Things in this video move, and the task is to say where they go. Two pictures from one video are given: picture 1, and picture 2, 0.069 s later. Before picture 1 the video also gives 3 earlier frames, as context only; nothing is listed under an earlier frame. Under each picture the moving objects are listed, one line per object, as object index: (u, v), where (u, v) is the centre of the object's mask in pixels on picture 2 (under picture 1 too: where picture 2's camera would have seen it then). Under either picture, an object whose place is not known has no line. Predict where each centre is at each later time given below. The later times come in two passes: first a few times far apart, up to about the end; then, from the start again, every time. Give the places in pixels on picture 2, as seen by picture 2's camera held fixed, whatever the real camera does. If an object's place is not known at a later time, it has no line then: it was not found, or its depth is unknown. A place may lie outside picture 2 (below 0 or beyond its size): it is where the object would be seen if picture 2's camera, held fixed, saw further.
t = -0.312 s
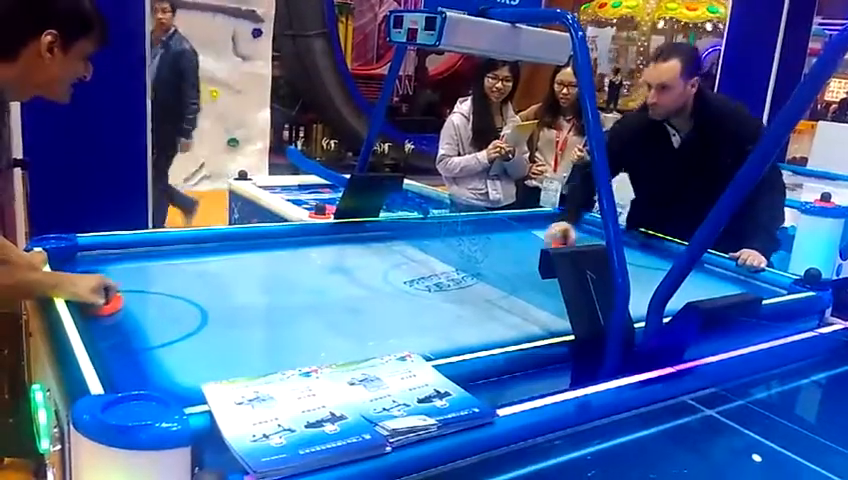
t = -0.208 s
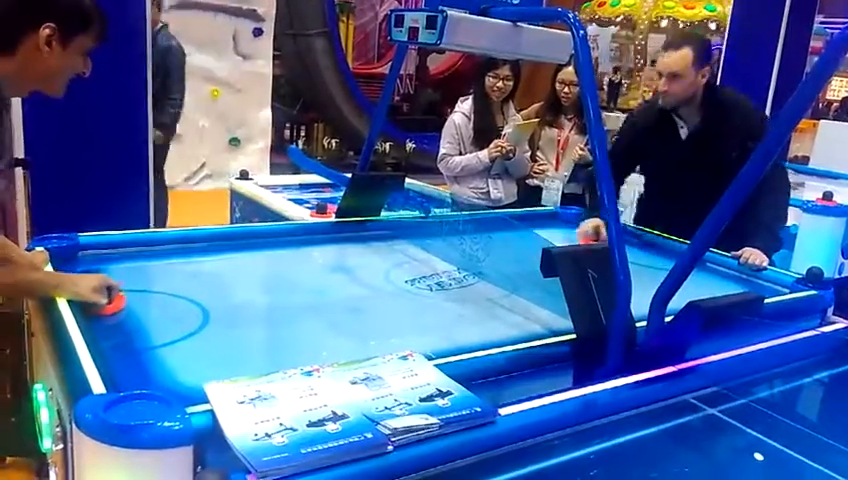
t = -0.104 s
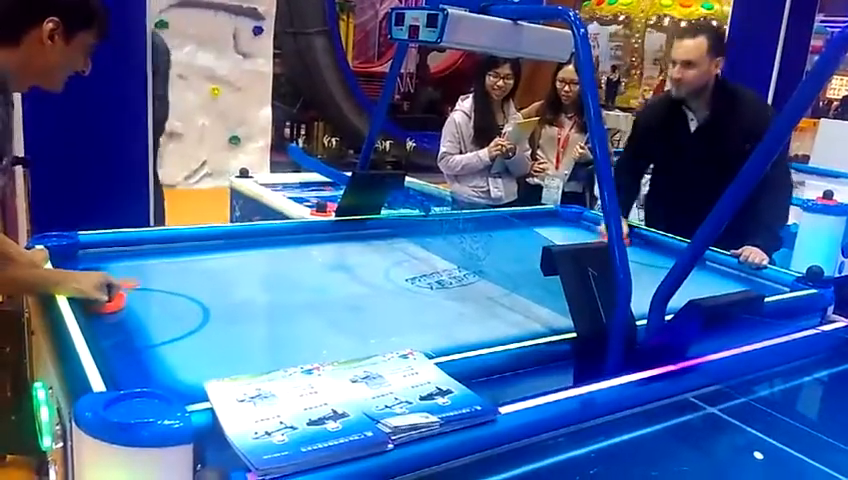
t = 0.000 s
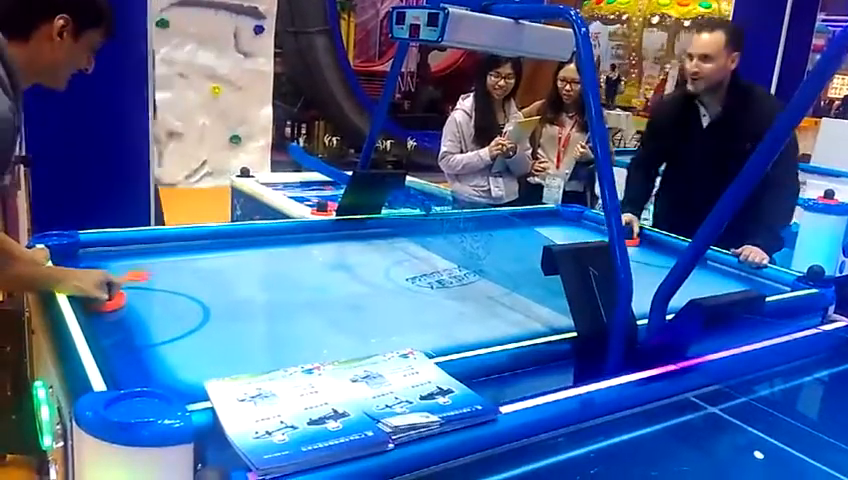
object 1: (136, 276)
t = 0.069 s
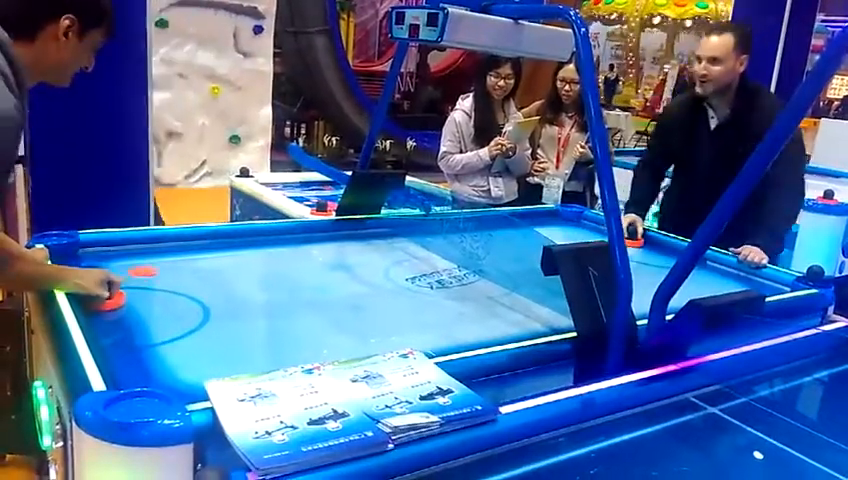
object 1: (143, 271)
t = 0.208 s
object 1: (154, 263)
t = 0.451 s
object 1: (176, 248)
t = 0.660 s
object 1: (190, 253)
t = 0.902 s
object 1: (209, 259)
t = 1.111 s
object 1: (225, 267)
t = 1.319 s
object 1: (236, 272)
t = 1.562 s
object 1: (254, 280)
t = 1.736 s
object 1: (267, 286)
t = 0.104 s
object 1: (146, 269)
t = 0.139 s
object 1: (149, 267)
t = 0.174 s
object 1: (152, 265)
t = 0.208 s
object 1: (154, 263)
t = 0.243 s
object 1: (157, 260)
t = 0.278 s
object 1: (162, 258)
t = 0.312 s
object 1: (166, 256)
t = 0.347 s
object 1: (168, 254)
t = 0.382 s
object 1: (171, 251)
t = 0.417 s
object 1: (173, 249)
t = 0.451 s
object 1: (176, 248)
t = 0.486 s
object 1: (178, 248)
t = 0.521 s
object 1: (179, 248)
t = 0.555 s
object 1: (181, 249)
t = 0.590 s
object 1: (185, 250)
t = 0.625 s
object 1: (188, 252)
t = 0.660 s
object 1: (190, 253)
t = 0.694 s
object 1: (193, 254)
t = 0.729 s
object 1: (195, 255)
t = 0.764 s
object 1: (199, 256)
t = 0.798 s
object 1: (201, 257)
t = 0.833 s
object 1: (203, 258)
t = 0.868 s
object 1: (206, 258)
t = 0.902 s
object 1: (209, 259)
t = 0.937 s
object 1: (211, 261)
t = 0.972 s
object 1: (214, 262)
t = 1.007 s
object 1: (216, 262)
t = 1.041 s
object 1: (219, 263)
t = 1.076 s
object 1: (220, 265)
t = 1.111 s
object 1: (225, 267)
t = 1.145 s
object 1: (226, 267)
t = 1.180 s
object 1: (227, 267)
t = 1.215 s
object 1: (230, 269)
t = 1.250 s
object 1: (231, 270)
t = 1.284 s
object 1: (234, 271)
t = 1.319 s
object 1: (236, 272)
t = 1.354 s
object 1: (239, 274)
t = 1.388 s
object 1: (242, 275)
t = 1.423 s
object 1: (242, 275)
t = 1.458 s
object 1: (245, 276)
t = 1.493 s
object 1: (250, 278)
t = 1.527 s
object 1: (252, 279)
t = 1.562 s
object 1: (254, 280)
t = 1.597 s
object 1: (257, 281)
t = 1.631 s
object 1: (258, 282)
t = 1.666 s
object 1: (262, 283)
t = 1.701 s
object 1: (264, 284)
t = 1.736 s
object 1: (267, 286)
